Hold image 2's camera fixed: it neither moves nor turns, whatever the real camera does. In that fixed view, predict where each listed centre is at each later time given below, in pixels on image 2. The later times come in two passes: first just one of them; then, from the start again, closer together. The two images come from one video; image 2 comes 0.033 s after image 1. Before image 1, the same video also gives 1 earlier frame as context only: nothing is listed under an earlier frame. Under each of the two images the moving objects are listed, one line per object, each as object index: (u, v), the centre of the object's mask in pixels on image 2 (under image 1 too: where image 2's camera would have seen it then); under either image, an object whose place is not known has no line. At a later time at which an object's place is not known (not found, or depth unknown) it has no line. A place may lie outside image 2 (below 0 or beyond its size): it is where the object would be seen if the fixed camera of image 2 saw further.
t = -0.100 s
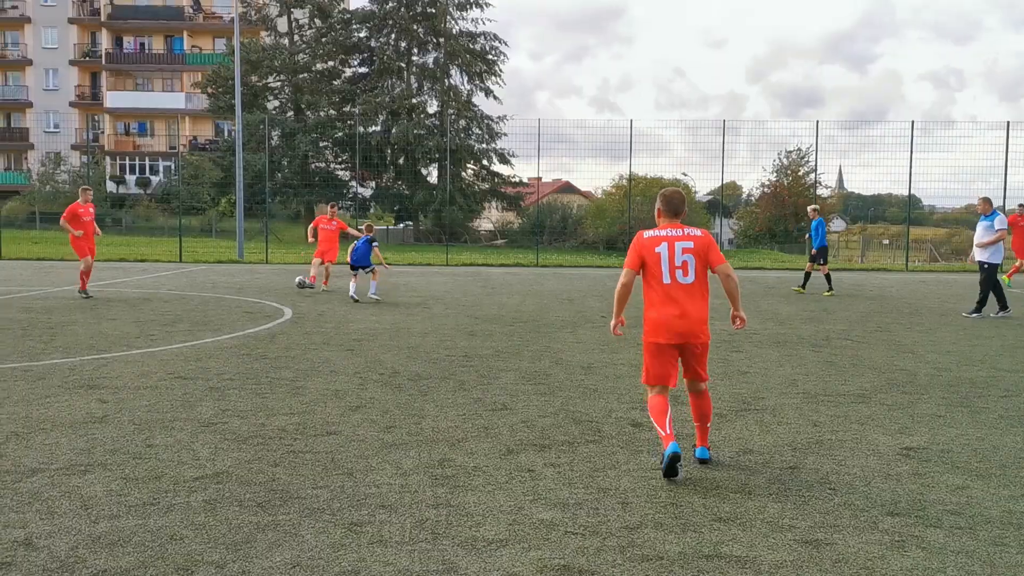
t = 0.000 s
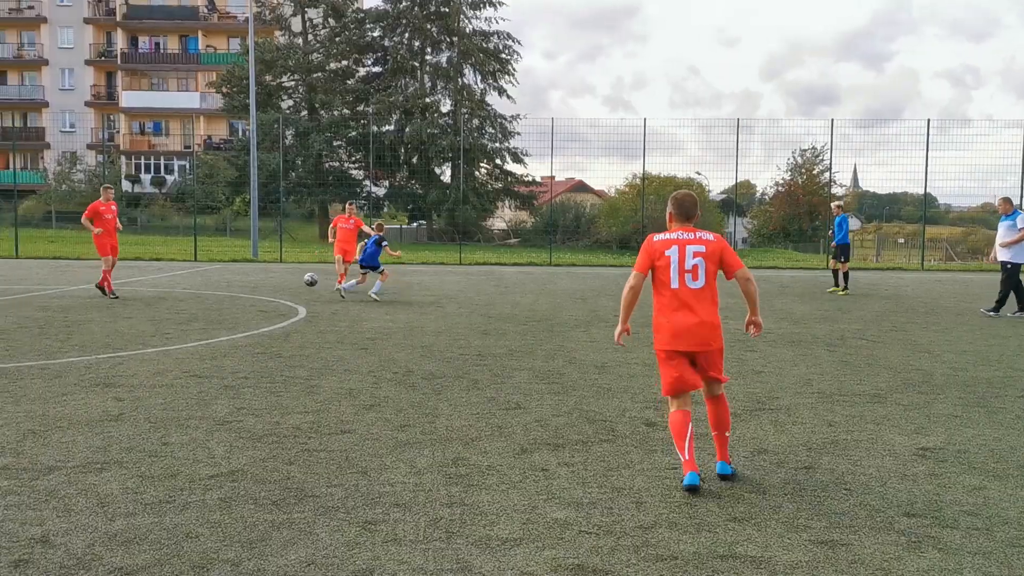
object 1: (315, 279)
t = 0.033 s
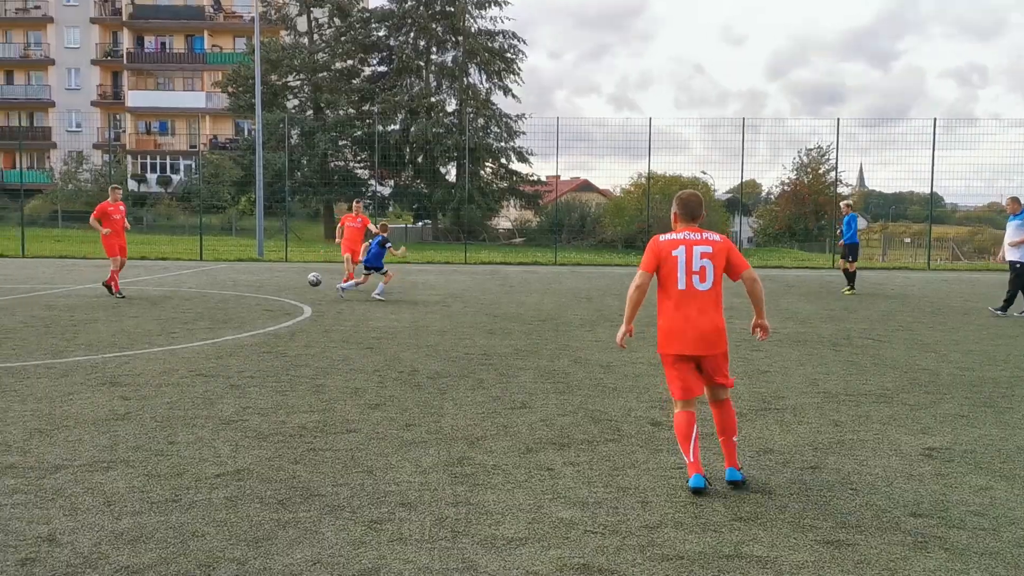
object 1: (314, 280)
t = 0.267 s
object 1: (311, 309)
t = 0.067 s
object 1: (314, 281)
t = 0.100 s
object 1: (314, 283)
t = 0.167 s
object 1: (313, 290)
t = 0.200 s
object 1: (313, 295)
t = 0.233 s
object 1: (312, 301)
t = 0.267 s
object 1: (311, 309)
